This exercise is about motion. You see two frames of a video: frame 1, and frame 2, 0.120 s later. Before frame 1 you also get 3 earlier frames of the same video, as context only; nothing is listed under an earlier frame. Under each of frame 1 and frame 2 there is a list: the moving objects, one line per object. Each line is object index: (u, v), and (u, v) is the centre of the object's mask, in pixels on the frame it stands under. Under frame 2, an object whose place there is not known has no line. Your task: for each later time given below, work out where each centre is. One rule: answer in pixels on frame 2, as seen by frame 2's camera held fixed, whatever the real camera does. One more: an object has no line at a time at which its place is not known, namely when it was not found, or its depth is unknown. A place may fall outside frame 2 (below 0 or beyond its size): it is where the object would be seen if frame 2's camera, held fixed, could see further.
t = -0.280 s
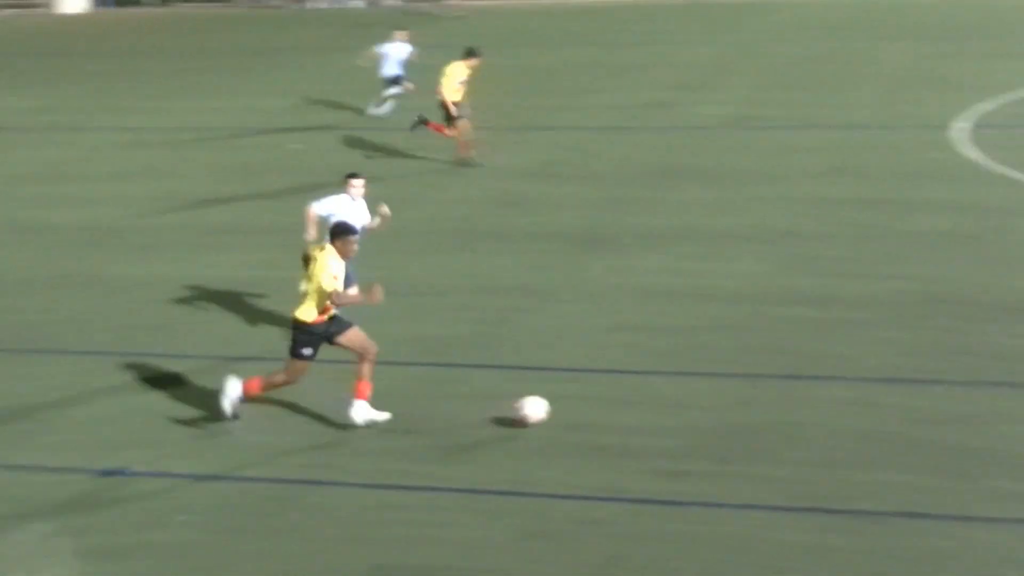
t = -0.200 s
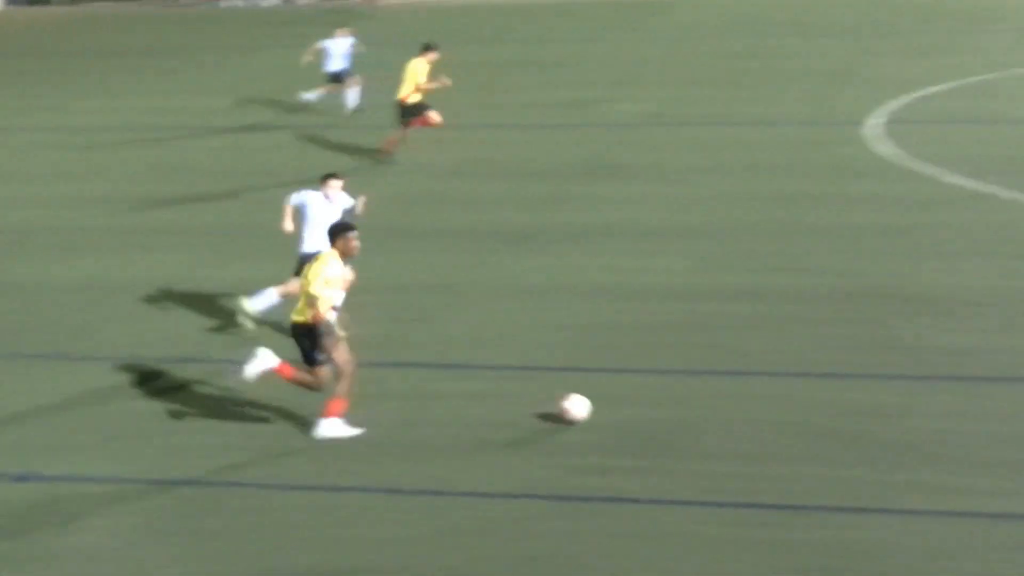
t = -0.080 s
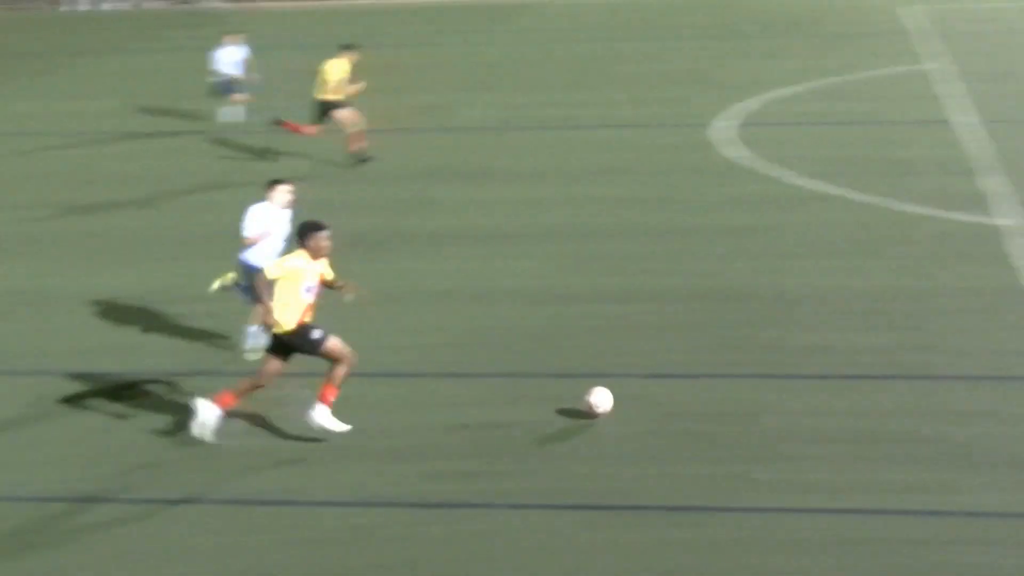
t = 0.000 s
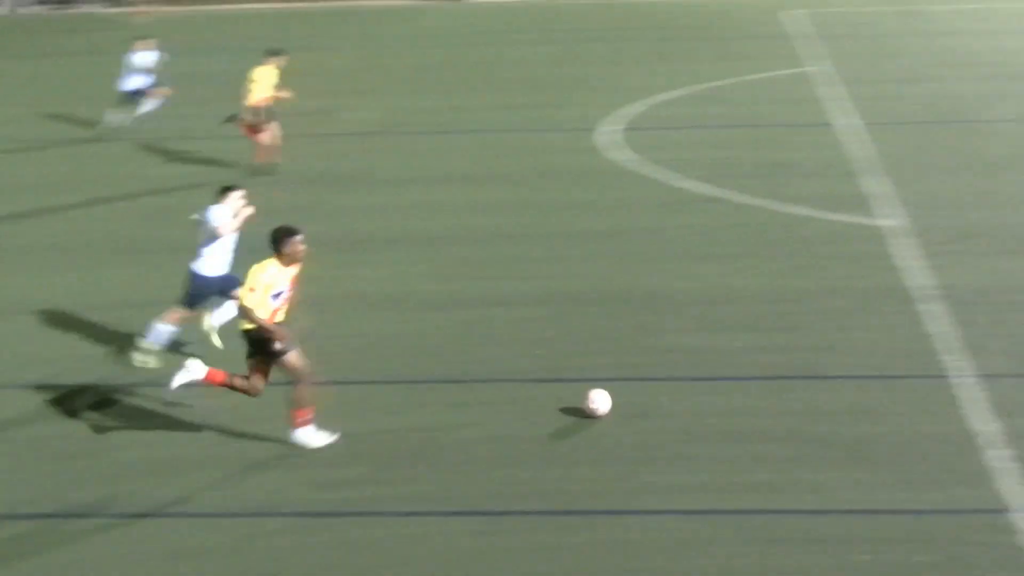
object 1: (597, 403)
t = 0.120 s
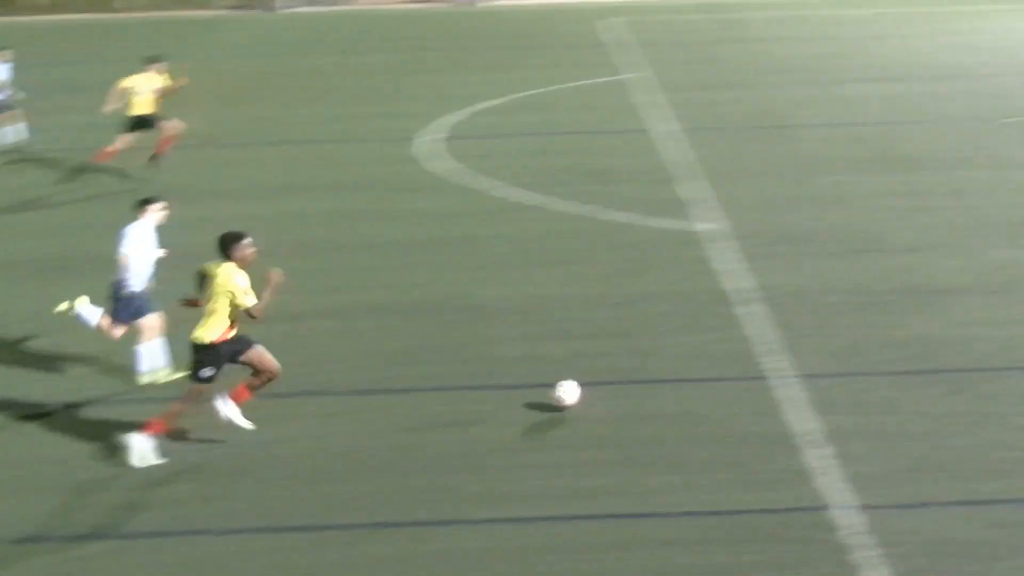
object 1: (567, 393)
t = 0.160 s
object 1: (603, 392)
